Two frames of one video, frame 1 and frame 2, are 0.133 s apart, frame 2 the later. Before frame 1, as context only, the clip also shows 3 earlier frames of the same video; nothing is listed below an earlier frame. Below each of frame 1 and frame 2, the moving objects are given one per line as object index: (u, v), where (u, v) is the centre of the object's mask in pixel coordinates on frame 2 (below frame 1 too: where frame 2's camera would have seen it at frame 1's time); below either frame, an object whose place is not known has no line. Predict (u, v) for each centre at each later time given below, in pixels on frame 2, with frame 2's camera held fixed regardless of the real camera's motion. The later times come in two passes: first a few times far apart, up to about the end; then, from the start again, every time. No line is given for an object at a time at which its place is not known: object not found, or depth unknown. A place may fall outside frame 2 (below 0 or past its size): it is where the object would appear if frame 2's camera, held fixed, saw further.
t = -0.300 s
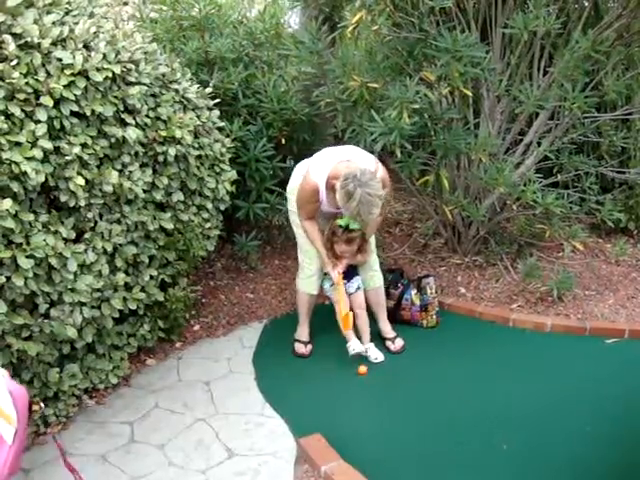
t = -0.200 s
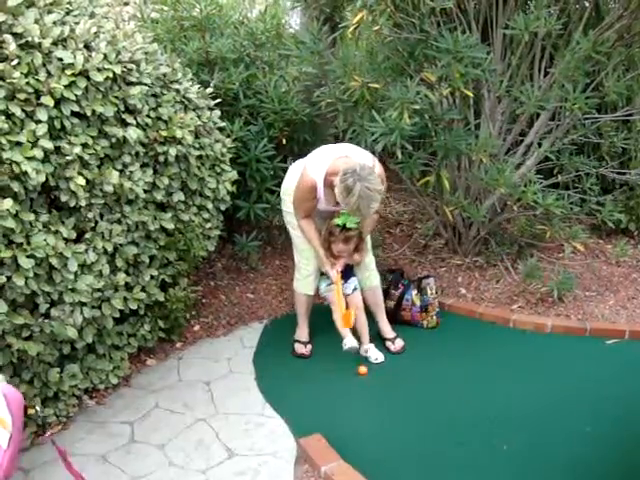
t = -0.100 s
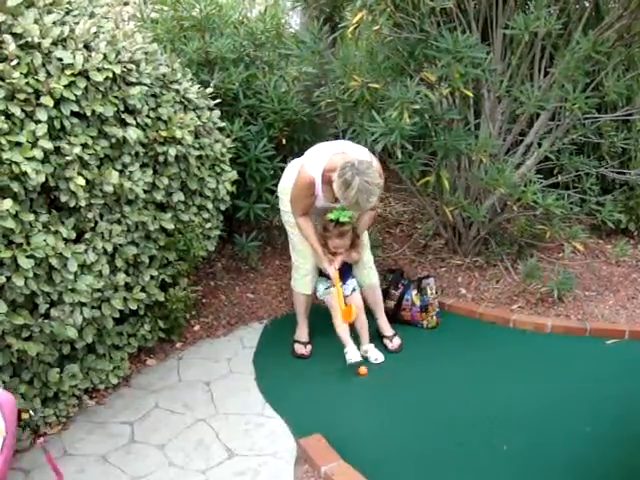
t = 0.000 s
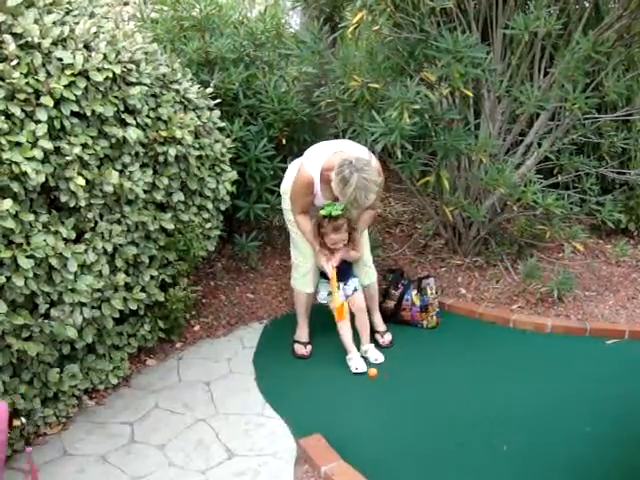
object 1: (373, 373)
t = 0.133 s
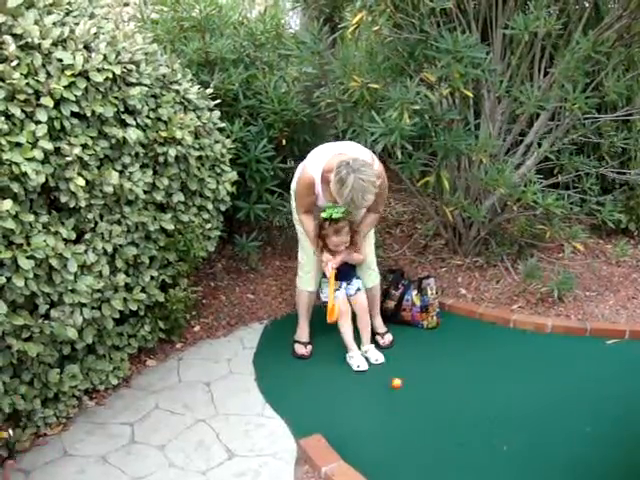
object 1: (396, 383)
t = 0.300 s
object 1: (414, 391)
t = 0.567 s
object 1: (433, 398)
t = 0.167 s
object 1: (401, 385)
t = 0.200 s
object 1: (405, 387)
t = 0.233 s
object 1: (409, 388)
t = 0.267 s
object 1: (412, 390)
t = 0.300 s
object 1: (414, 391)
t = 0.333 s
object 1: (416, 391)
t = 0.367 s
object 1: (419, 392)
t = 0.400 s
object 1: (421, 393)
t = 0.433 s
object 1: (424, 394)
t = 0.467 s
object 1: (426, 395)
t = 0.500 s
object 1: (428, 396)
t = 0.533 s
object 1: (430, 397)
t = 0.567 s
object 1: (433, 398)
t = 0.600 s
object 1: (434, 398)
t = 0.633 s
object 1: (436, 399)
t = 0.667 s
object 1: (438, 399)
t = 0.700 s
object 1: (440, 400)
